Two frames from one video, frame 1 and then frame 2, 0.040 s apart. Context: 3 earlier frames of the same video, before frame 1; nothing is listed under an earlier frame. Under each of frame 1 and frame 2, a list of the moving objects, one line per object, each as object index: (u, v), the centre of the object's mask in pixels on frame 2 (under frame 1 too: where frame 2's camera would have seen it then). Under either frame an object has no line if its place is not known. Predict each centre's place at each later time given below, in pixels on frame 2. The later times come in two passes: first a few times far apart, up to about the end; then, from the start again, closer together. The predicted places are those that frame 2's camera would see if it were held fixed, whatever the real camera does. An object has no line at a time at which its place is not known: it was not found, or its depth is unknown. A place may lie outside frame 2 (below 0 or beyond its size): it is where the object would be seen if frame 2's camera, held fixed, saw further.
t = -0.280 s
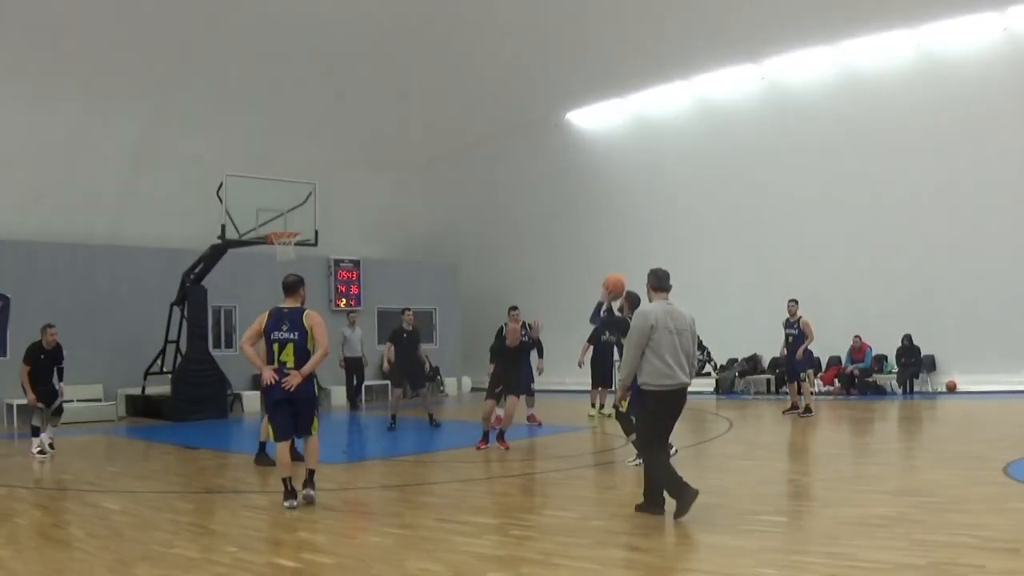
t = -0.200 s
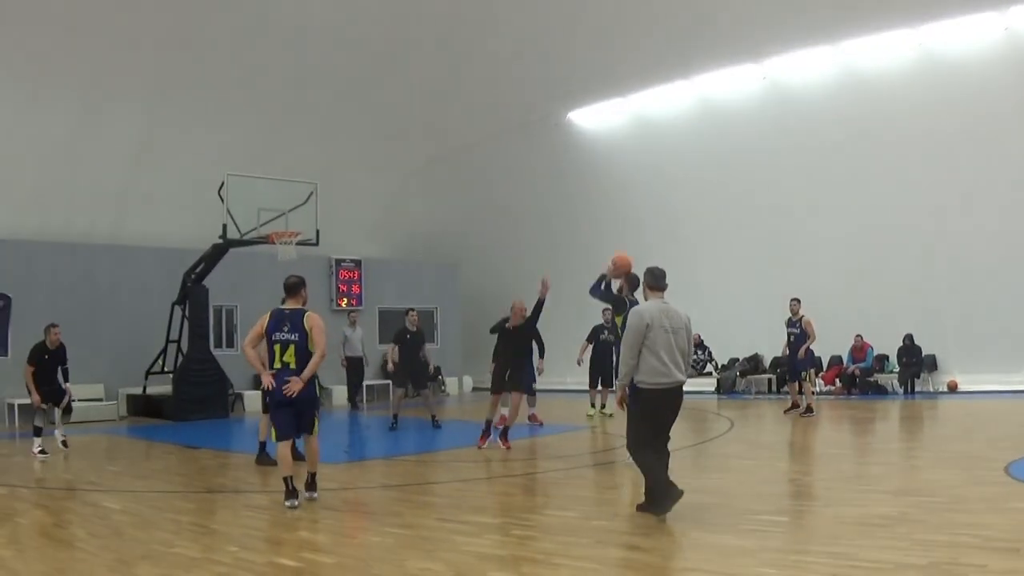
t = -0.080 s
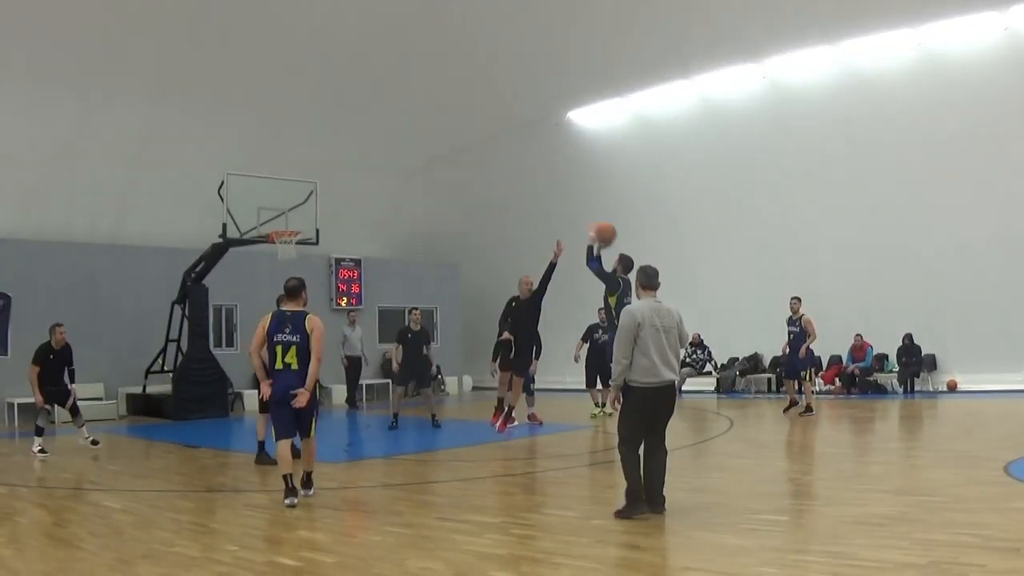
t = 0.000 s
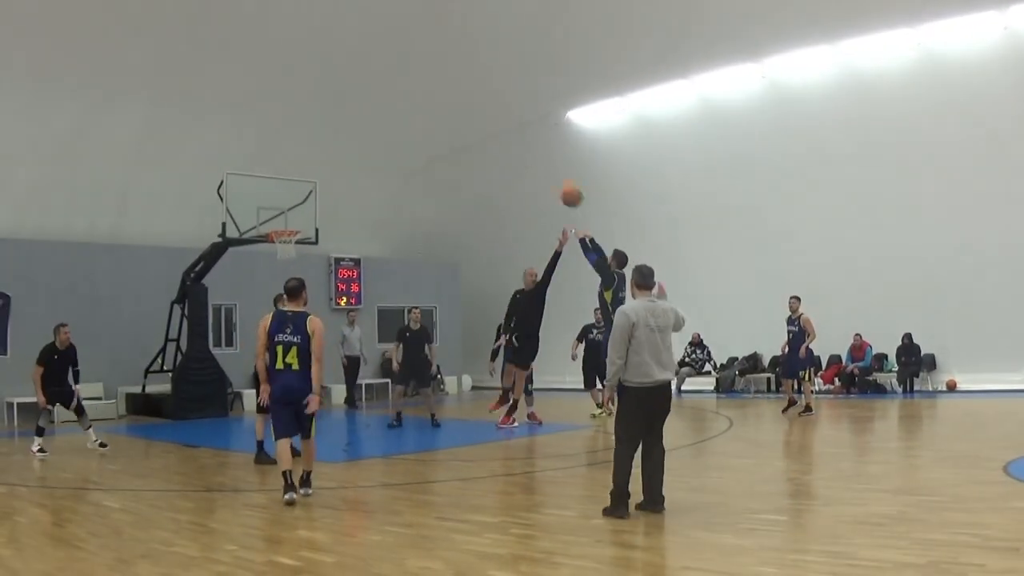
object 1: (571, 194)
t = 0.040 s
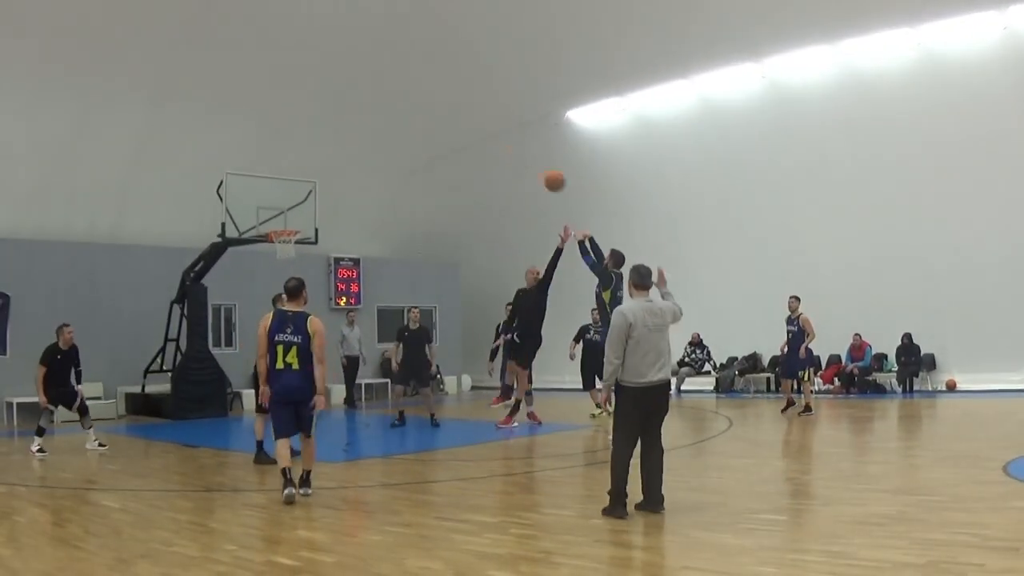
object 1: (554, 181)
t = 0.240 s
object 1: (478, 131)
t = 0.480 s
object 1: (411, 120)
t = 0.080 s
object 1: (537, 166)
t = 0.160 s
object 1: (506, 145)
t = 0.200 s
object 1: (492, 138)
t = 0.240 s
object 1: (478, 131)
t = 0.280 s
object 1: (465, 126)
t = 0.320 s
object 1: (453, 123)
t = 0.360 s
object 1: (441, 120)
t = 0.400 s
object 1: (430, 119)
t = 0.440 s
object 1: (420, 119)
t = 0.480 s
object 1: (411, 120)
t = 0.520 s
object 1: (403, 122)
